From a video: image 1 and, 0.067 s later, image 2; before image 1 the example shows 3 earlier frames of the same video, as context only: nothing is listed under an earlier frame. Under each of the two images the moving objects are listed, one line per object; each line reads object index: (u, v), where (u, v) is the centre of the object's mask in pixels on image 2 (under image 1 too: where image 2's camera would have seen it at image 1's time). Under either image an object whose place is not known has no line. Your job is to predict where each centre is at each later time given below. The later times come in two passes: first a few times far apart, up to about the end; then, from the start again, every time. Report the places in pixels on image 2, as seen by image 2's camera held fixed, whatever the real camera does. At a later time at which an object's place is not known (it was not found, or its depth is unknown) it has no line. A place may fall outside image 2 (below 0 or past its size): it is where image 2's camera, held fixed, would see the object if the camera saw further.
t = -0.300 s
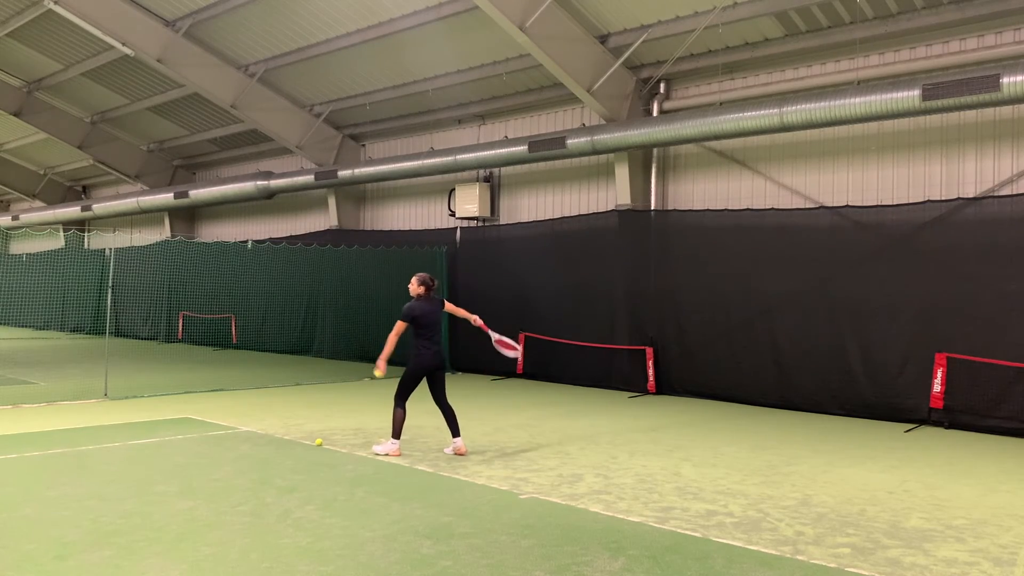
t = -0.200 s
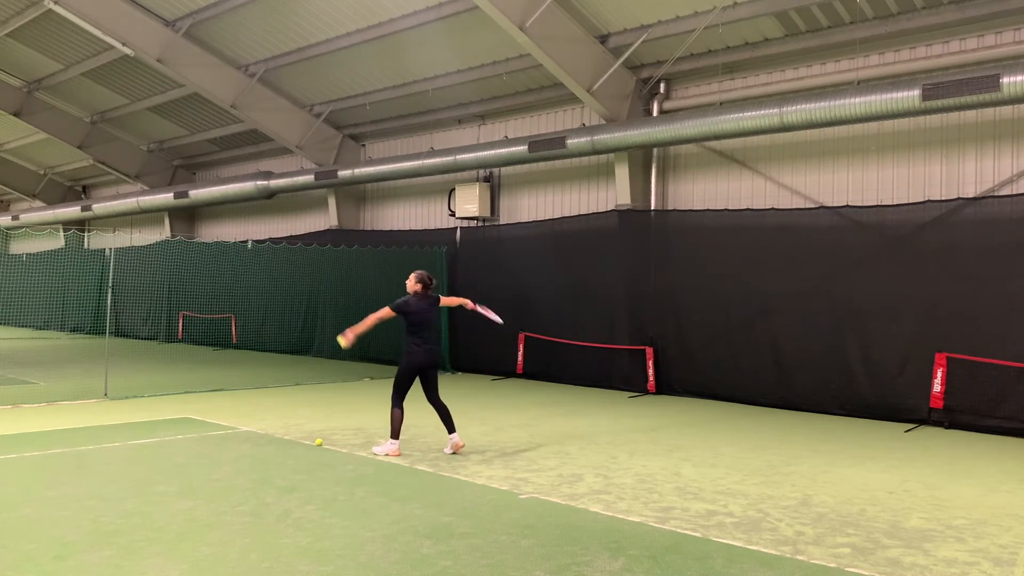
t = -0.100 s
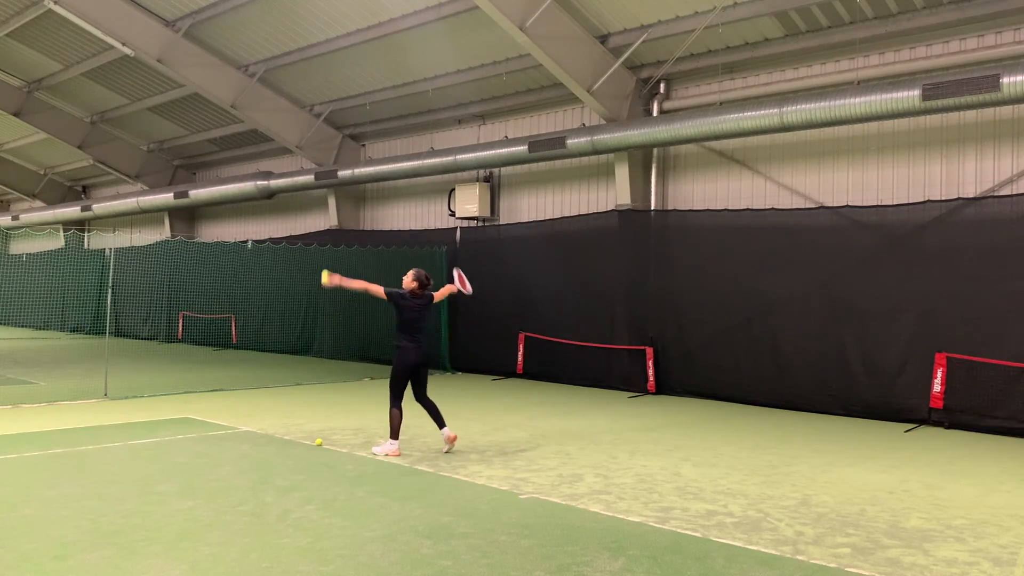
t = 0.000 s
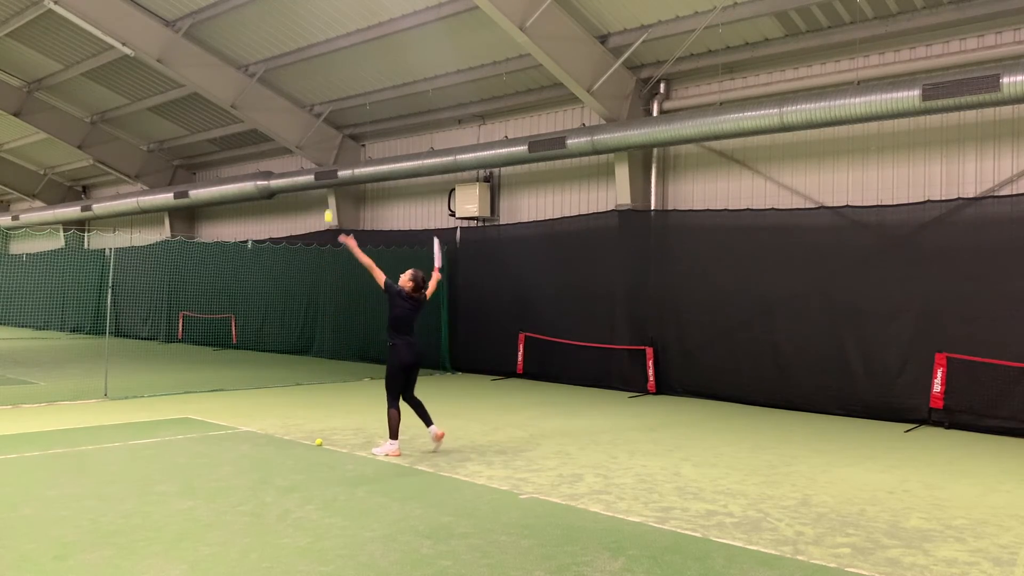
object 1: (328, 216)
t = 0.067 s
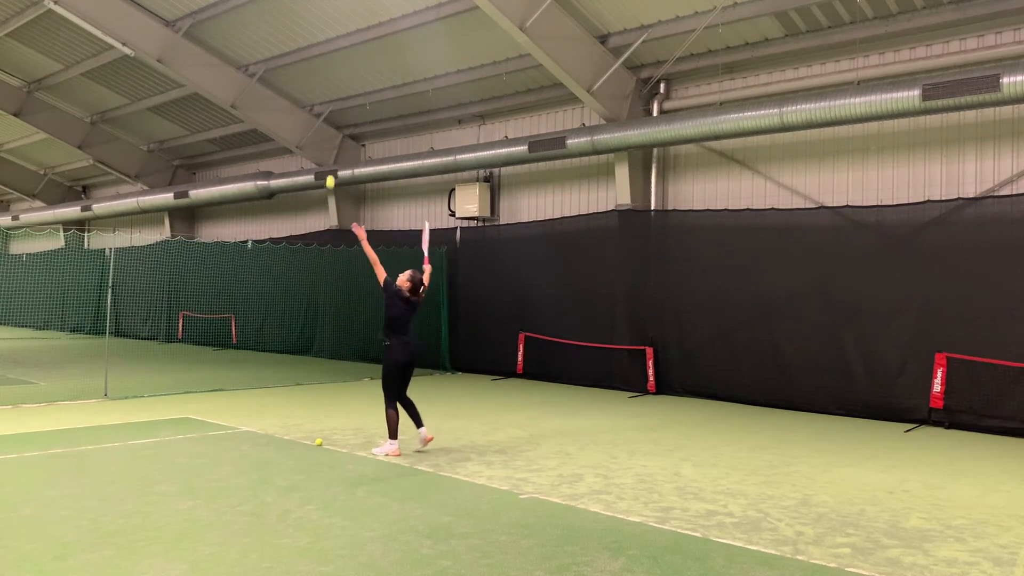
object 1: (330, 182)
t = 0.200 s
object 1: (333, 127)
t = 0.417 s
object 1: (338, 80)
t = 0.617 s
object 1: (343, 82)
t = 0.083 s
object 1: (330, 174)
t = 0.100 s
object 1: (331, 166)
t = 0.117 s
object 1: (331, 159)
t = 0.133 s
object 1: (332, 152)
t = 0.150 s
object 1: (332, 146)
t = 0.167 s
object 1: (333, 139)
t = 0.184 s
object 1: (333, 133)
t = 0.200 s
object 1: (333, 127)
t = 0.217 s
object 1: (334, 122)
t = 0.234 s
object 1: (334, 117)
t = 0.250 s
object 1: (335, 112)
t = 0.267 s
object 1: (335, 107)
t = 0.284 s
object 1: (335, 103)
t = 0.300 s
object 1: (336, 99)
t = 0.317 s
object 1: (336, 95)
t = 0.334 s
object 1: (337, 92)
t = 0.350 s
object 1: (337, 89)
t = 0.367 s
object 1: (337, 86)
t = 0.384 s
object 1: (338, 84)
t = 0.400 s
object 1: (338, 82)
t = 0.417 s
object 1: (338, 80)
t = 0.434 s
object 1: (339, 79)
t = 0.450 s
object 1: (339, 77)
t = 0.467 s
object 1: (339, 76)
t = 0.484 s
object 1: (340, 76)
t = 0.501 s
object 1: (340, 76)
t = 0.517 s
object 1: (340, 76)
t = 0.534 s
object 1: (341, 76)
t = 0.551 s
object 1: (341, 77)
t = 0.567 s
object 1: (342, 78)
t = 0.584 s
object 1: (342, 79)
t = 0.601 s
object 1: (342, 81)
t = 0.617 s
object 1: (343, 82)
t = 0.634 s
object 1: (343, 85)
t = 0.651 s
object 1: (343, 87)
